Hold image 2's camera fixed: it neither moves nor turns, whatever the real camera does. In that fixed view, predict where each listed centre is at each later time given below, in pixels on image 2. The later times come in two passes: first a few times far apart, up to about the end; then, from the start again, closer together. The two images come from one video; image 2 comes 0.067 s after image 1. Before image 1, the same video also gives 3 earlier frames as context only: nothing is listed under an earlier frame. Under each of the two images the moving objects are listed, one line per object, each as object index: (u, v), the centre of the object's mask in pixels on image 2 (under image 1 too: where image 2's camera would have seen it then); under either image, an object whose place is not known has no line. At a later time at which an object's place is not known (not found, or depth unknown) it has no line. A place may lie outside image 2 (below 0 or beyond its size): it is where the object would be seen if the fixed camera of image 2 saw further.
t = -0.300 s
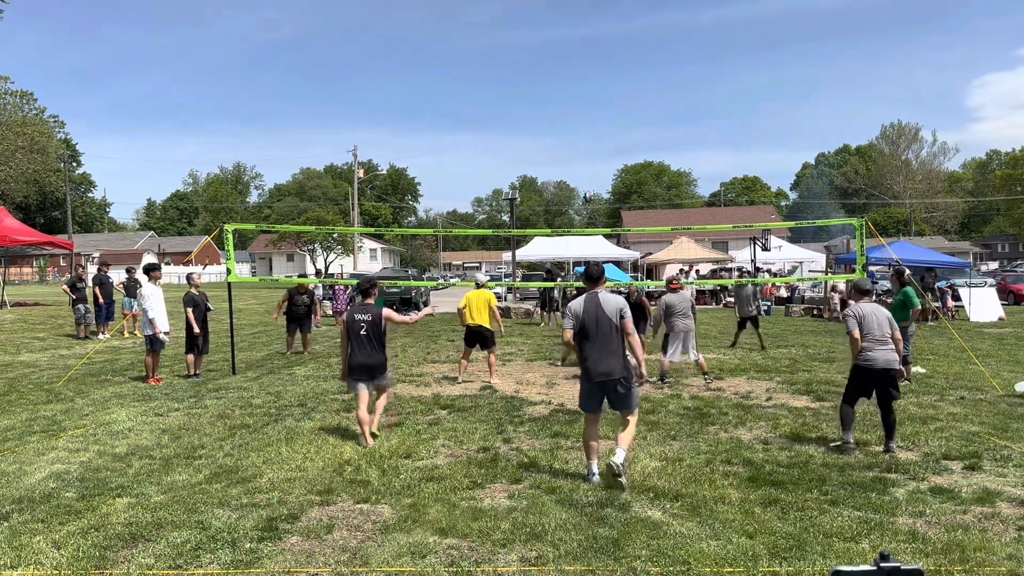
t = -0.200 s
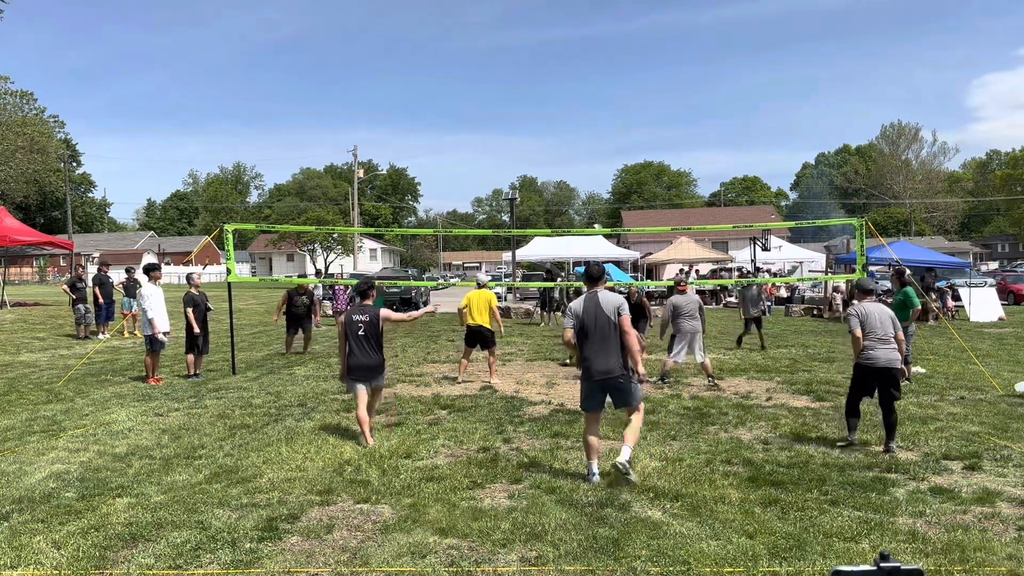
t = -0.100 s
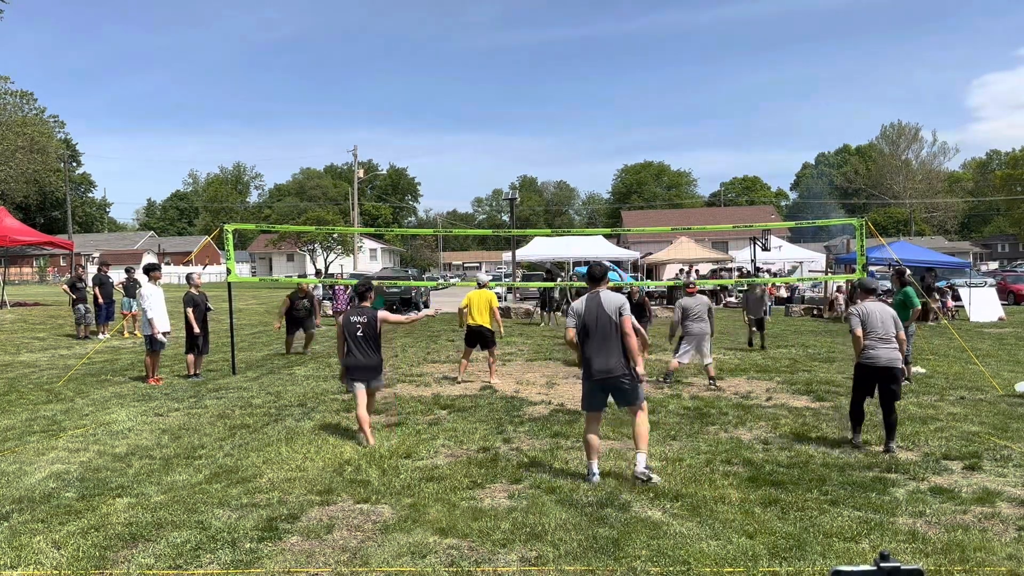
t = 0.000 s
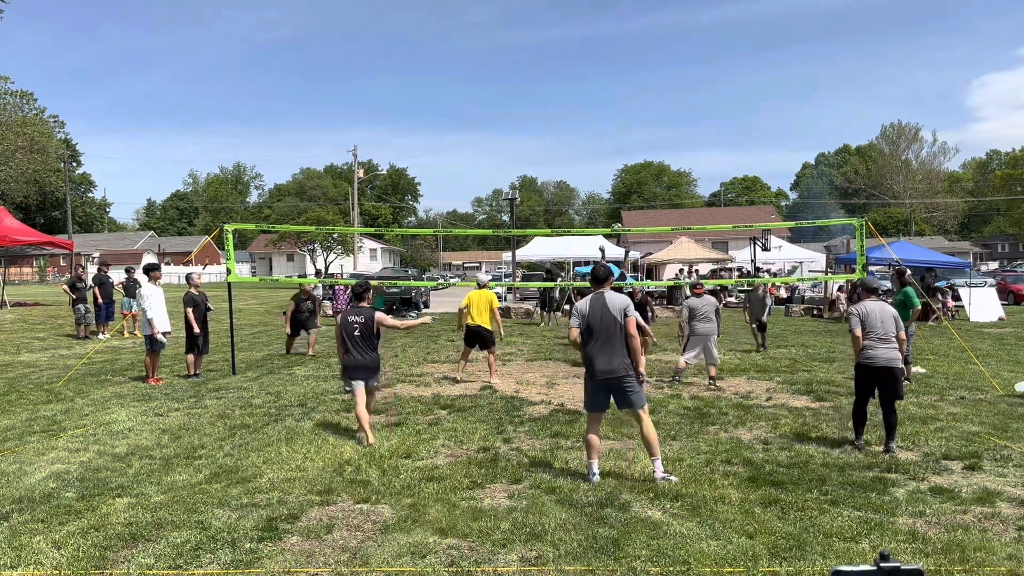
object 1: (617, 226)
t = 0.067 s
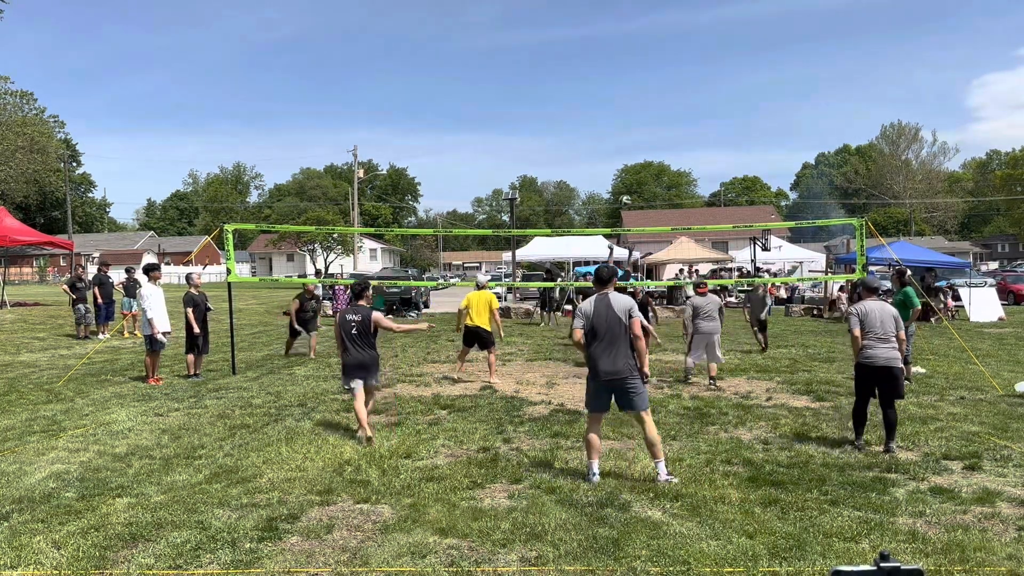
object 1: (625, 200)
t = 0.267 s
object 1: (651, 132)
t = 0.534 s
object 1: (687, 77)
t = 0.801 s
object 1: (724, 64)
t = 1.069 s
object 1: (761, 93)
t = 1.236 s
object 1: (784, 132)
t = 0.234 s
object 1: (646, 142)
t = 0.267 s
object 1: (651, 132)
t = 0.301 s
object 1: (655, 123)
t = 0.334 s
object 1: (660, 114)
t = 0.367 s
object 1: (664, 107)
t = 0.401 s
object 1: (669, 99)
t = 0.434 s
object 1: (673, 93)
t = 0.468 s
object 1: (678, 87)
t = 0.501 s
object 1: (682, 81)
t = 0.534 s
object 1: (687, 77)
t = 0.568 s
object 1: (691, 73)
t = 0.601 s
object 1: (696, 70)
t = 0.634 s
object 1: (700, 67)
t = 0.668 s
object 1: (705, 65)
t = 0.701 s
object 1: (710, 64)
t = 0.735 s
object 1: (714, 63)
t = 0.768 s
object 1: (719, 63)
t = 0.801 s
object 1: (724, 64)
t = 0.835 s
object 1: (728, 65)
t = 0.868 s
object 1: (733, 67)
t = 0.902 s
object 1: (737, 70)
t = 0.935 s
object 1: (742, 73)
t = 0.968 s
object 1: (747, 77)
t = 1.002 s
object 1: (751, 81)
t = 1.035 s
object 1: (756, 87)
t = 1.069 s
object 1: (761, 93)
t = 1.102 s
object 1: (765, 99)
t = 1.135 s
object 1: (770, 106)
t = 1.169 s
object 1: (774, 114)
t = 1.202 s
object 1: (779, 123)
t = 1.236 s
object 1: (784, 132)
